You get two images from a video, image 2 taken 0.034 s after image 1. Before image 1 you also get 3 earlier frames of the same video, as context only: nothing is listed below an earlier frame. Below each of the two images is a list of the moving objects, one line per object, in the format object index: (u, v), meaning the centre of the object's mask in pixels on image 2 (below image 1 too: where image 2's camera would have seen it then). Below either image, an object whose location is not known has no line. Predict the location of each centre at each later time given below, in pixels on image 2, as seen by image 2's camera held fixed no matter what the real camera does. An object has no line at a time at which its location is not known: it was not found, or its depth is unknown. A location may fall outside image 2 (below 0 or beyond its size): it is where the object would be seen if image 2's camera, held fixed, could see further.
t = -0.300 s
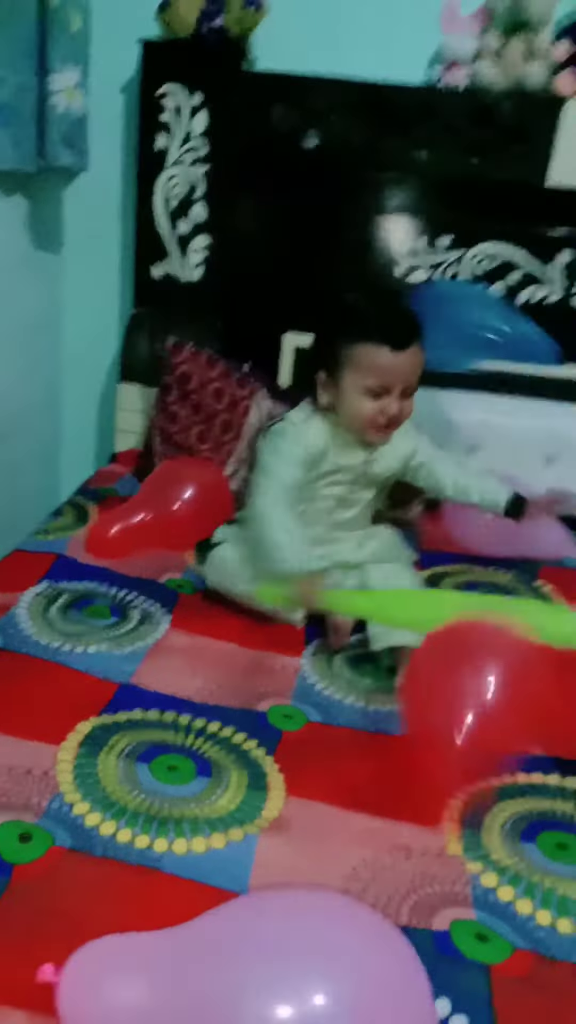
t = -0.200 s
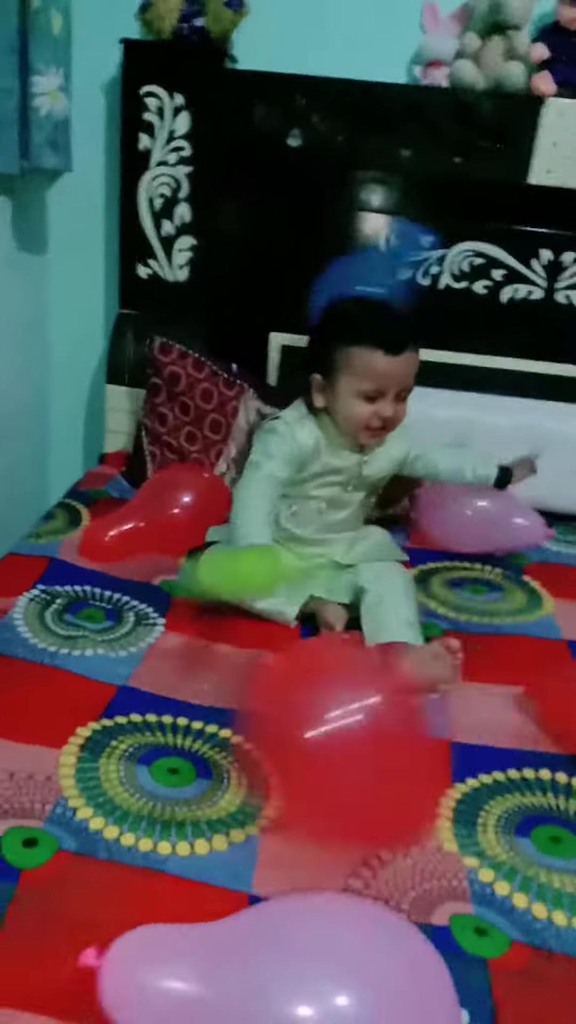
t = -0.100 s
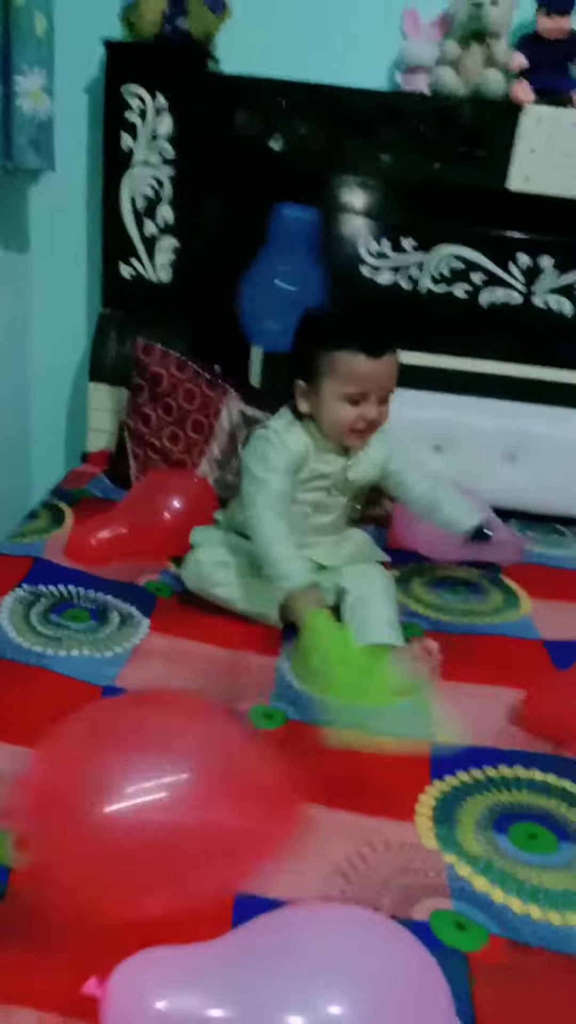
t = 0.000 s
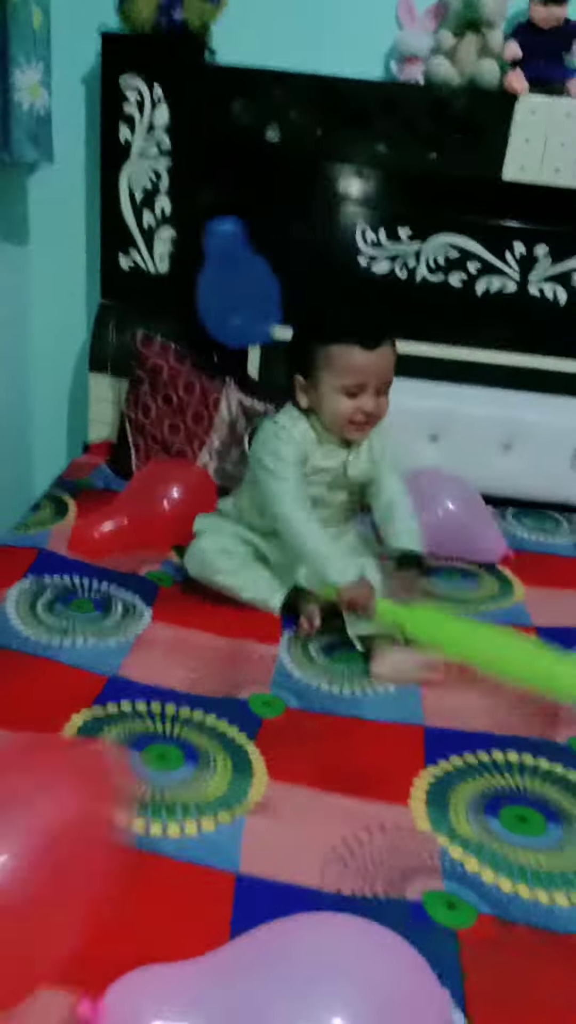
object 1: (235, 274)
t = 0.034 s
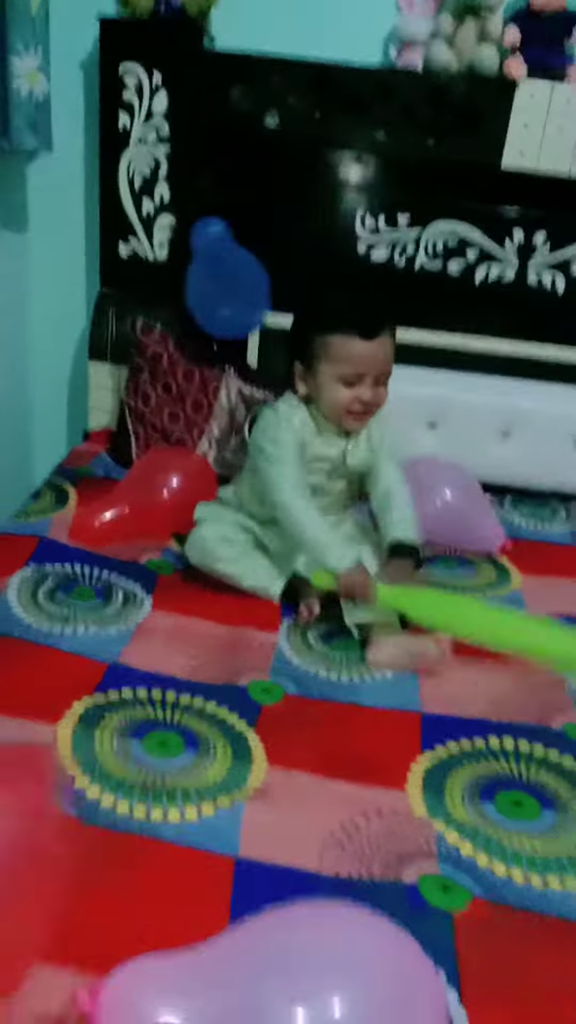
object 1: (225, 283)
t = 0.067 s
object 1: (217, 292)
